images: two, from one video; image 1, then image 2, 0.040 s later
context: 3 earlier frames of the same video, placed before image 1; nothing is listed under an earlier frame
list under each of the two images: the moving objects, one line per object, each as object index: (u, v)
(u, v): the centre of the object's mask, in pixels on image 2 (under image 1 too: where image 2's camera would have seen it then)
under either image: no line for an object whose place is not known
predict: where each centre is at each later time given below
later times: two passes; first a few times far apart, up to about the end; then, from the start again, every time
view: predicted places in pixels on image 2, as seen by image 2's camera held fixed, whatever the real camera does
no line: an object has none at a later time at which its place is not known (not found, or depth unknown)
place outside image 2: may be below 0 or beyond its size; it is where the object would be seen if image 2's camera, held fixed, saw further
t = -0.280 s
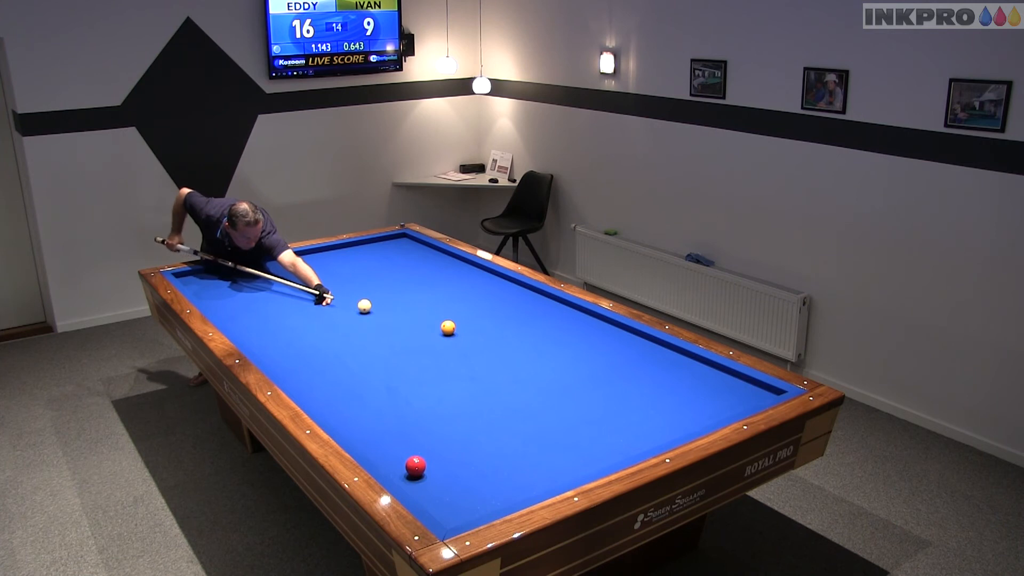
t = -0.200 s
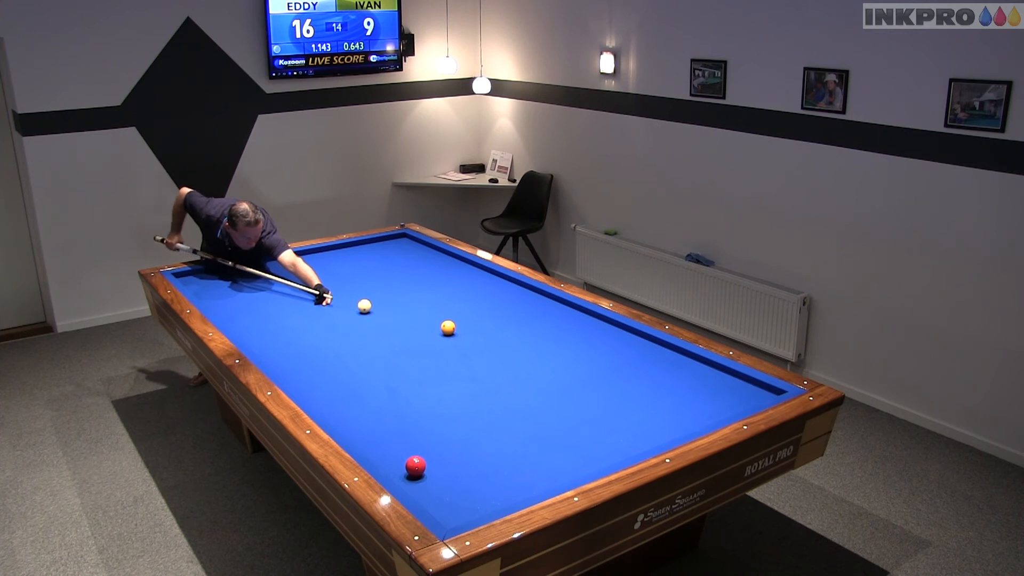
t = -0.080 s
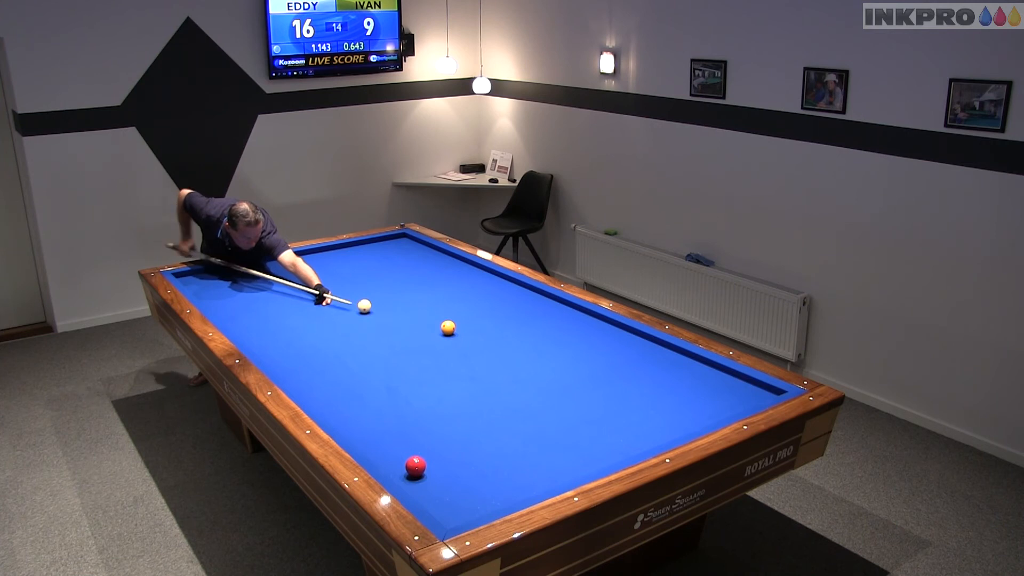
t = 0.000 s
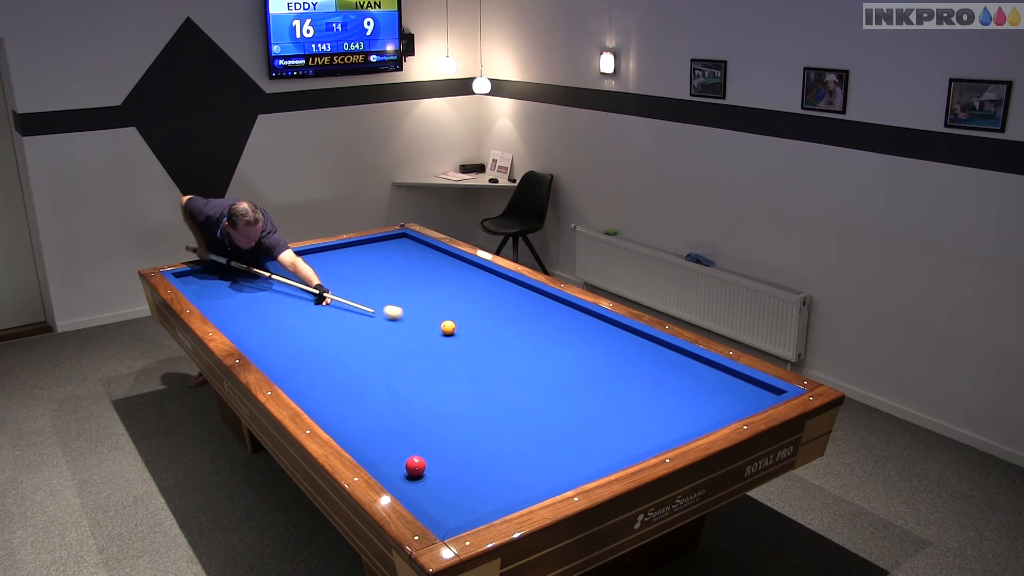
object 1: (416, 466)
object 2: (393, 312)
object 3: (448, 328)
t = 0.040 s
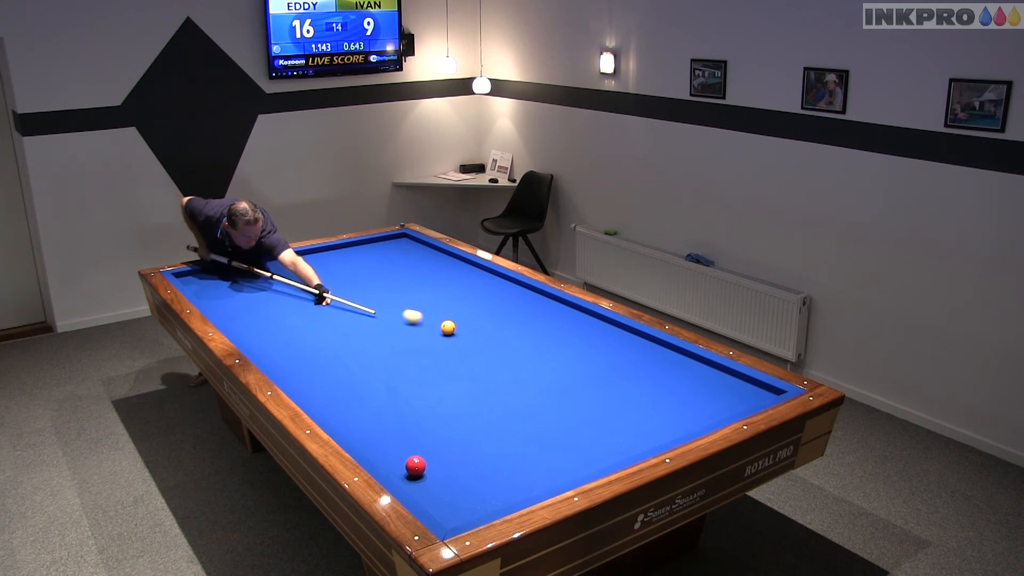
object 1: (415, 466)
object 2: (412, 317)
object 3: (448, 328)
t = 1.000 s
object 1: (415, 466)
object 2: (576, 316)
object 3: (616, 417)
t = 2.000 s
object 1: (415, 466)
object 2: (587, 368)
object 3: (492, 336)
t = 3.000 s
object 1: (416, 466)
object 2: (600, 435)
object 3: (413, 285)
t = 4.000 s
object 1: (415, 466)
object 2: (511, 471)
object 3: (359, 250)
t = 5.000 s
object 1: (420, 461)
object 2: (403, 473)
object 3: (381, 255)
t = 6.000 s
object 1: (440, 432)
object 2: (389, 461)
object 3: (419, 269)
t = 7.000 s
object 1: (454, 412)
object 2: (381, 453)
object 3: (457, 283)
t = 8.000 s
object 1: (464, 398)
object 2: (379, 452)
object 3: (494, 297)
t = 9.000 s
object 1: (470, 390)
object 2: (379, 452)
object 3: (529, 309)
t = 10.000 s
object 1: (473, 386)
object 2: (379, 452)
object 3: (559, 320)
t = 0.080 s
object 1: (415, 466)
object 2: (431, 321)
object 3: (448, 328)
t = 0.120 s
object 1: (415, 466)
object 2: (445, 321)
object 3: (454, 331)
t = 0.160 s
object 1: (416, 466)
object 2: (454, 321)
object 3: (465, 337)
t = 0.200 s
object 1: (415, 466)
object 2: (462, 320)
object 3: (476, 343)
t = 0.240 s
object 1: (416, 466)
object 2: (469, 319)
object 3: (487, 349)
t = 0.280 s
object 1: (415, 466)
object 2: (477, 318)
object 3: (498, 356)
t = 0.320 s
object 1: (415, 466)
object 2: (484, 318)
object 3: (510, 362)
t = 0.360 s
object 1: (415, 466)
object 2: (491, 317)
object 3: (521, 368)
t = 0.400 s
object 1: (415, 466)
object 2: (498, 316)
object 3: (532, 374)
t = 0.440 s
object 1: (415, 466)
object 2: (505, 316)
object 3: (543, 380)
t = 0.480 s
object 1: (416, 466)
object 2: (512, 315)
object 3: (554, 386)
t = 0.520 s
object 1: (416, 466)
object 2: (519, 314)
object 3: (565, 392)
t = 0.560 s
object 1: (415, 466)
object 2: (526, 314)
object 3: (576, 398)
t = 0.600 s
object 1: (415, 466)
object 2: (533, 313)
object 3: (588, 405)
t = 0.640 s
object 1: (415, 466)
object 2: (540, 312)
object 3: (600, 411)
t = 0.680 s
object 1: (415, 466)
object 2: (547, 311)
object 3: (612, 418)
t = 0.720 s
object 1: (416, 466)
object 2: (554, 311)
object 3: (625, 425)
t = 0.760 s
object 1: (415, 466)
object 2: (560, 310)
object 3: (638, 432)
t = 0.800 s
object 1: (416, 466)
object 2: (567, 310)
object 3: (651, 438)
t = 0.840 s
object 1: (415, 466)
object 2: (573, 309)
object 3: (651, 438)
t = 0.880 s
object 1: (415, 466)
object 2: (578, 309)
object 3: (642, 433)
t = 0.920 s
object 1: (416, 466)
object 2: (577, 311)
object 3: (633, 427)
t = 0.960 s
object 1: (416, 466)
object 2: (576, 314)
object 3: (624, 422)
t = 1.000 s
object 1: (415, 466)
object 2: (576, 316)
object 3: (616, 417)
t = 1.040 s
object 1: (415, 466)
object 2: (576, 318)
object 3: (609, 412)
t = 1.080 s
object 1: (415, 466)
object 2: (577, 319)
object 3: (603, 408)
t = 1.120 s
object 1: (416, 466)
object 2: (577, 322)
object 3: (597, 404)
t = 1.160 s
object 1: (416, 466)
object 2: (577, 323)
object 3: (591, 401)
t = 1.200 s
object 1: (415, 466)
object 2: (578, 326)
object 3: (585, 397)
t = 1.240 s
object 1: (415, 466)
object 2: (578, 327)
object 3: (579, 393)
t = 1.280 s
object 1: (415, 466)
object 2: (578, 329)
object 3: (574, 390)
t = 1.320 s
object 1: (415, 466)
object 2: (579, 331)
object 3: (569, 386)
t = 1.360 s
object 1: (416, 466)
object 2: (579, 333)
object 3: (564, 383)
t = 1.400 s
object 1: (415, 466)
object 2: (580, 335)
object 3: (558, 379)
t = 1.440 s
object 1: (415, 466)
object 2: (580, 338)
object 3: (553, 376)
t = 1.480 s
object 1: (416, 466)
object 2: (581, 340)
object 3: (548, 373)
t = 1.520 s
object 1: (415, 466)
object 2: (581, 342)
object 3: (544, 370)
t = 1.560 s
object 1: (415, 466)
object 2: (581, 344)
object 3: (539, 367)
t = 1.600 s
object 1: (415, 466)
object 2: (582, 346)
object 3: (534, 364)
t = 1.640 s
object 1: (415, 466)
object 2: (582, 348)
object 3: (530, 360)
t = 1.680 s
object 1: (416, 466)
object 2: (583, 350)
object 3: (525, 358)
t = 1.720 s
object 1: (415, 466)
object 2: (583, 352)
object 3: (521, 355)
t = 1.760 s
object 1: (416, 466)
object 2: (584, 354)
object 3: (516, 352)
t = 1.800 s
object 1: (415, 466)
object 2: (584, 357)
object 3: (512, 349)
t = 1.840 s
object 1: (416, 466)
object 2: (585, 359)
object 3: (508, 346)
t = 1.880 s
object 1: (415, 466)
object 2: (585, 361)
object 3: (504, 344)
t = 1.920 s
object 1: (416, 466)
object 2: (586, 364)
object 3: (500, 341)
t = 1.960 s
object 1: (415, 466)
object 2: (586, 366)
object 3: (496, 338)
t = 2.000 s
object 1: (415, 466)
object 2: (587, 368)
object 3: (492, 336)
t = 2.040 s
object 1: (415, 466)
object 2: (587, 371)
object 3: (488, 333)
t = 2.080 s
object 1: (415, 466)
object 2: (588, 373)
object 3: (484, 331)
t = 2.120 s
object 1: (416, 466)
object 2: (588, 376)
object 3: (481, 328)
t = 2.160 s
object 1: (415, 466)
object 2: (589, 378)
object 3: (477, 326)
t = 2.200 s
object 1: (415, 466)
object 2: (589, 381)
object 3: (474, 324)
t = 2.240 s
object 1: (416, 466)
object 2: (590, 383)
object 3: (470, 322)
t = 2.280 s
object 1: (415, 466)
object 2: (590, 386)
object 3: (467, 319)
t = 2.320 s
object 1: (416, 466)
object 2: (591, 388)
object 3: (463, 317)
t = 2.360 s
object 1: (415, 466)
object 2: (591, 390)
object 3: (460, 315)
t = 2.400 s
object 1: (415, 466)
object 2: (592, 393)
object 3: (457, 313)
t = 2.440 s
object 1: (415, 466)
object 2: (592, 396)
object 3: (453, 311)
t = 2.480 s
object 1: (416, 466)
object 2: (593, 398)
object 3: (450, 309)
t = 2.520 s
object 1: (415, 466)
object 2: (593, 401)
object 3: (447, 307)
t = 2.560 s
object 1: (416, 466)
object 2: (594, 404)
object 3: (444, 304)
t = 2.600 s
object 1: (415, 466)
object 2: (594, 407)
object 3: (441, 303)
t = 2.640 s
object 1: (415, 466)
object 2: (595, 409)
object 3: (438, 301)
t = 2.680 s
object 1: (416, 466)
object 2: (595, 412)
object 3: (435, 299)
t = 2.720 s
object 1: (416, 466)
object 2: (596, 415)
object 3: (432, 297)
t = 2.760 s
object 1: (415, 466)
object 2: (596, 418)
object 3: (430, 295)
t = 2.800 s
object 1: (415, 466)
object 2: (597, 421)
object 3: (427, 293)
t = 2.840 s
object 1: (416, 466)
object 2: (597, 423)
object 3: (424, 291)
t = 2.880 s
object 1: (415, 466)
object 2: (598, 426)
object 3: (421, 290)
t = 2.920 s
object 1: (415, 466)
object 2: (599, 429)
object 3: (419, 288)
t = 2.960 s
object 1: (415, 466)
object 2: (599, 432)
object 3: (416, 286)
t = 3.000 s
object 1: (416, 466)
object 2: (600, 435)
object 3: (413, 285)
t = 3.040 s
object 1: (415, 466)
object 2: (600, 438)
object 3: (411, 283)
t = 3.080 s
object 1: (415, 466)
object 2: (601, 441)
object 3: (408, 281)
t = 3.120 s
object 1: (416, 466)
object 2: (601, 444)
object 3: (406, 280)
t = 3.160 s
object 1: (415, 466)
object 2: (602, 447)
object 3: (403, 278)
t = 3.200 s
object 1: (415, 466)
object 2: (603, 450)
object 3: (401, 277)
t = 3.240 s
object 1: (416, 466)
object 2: (603, 453)
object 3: (399, 275)
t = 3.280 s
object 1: (416, 466)
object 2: (603, 456)
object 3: (396, 274)
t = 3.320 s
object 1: (415, 466)
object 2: (604, 458)
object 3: (394, 272)
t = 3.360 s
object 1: (415, 466)
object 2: (604, 460)
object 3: (392, 270)
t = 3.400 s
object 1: (415, 466)
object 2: (598, 461)
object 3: (390, 269)
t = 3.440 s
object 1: (416, 466)
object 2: (592, 462)
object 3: (387, 268)
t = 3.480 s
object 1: (415, 466)
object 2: (586, 463)
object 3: (385, 266)
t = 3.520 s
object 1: (415, 466)
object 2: (580, 464)
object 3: (383, 265)
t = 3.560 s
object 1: (415, 466)
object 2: (575, 465)
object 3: (381, 263)
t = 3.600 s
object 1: (415, 466)
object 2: (569, 466)
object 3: (379, 262)
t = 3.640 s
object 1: (415, 466)
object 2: (563, 467)
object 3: (377, 261)
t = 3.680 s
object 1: (415, 466)
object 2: (557, 467)
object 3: (375, 260)
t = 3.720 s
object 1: (415, 466)
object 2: (551, 468)
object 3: (373, 258)
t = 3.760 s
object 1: (415, 466)
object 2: (546, 468)
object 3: (371, 257)
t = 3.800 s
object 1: (415, 466)
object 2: (540, 468)
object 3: (369, 256)
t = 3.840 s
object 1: (415, 466)
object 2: (534, 469)
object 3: (367, 254)
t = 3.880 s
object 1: (415, 466)
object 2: (528, 469)
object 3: (365, 253)
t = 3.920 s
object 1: (415, 466)
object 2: (523, 470)
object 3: (363, 252)
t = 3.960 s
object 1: (416, 466)
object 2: (517, 471)
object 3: (361, 251)
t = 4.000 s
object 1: (415, 466)
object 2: (511, 471)
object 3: (359, 250)
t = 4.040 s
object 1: (415, 466)
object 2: (506, 472)
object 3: (357, 248)
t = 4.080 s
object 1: (416, 466)
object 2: (500, 472)
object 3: (356, 247)
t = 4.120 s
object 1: (415, 466)
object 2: (494, 473)
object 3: (354, 246)
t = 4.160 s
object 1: (415, 466)
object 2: (489, 473)
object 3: (352, 245)
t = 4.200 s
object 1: (415, 466)
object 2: (483, 474)
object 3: (351, 244)
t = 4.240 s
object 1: (415, 466)
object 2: (477, 474)
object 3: (352, 244)
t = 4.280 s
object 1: (415, 466)
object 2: (472, 475)
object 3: (353, 245)
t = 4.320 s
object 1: (415, 466)
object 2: (466, 475)
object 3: (355, 246)
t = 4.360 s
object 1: (415, 466)
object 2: (460, 476)
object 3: (357, 246)
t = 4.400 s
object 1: (415, 466)
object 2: (455, 476)
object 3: (358, 247)
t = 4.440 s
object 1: (415, 466)
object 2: (449, 477)
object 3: (360, 247)
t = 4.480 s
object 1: (415, 466)
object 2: (444, 477)
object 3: (361, 248)
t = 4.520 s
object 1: (415, 466)
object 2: (438, 478)
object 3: (363, 248)
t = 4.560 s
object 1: (415, 466)
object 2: (433, 478)
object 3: (364, 249)
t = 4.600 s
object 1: (415, 465)
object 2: (427, 479)
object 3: (366, 250)
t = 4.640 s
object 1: (415, 464)
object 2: (422, 480)
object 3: (367, 250)
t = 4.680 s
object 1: (415, 463)
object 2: (416, 480)
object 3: (369, 251)
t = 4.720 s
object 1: (416, 464)
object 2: (411, 480)
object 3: (370, 251)
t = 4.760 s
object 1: (416, 465)
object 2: (406, 479)
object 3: (372, 252)
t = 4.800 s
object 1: (416, 465)
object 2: (406, 478)
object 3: (373, 252)
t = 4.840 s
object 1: (417, 464)
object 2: (406, 476)
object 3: (375, 253)
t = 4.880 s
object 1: (418, 463)
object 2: (405, 476)
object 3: (376, 254)
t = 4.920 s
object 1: (418, 462)
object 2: (405, 475)
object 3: (378, 254)
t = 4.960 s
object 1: (419, 461)
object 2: (404, 474)
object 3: (379, 255)
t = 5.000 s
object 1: (420, 461)
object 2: (403, 473)
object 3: (381, 255)
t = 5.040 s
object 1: (420, 459)
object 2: (403, 473)
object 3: (382, 256)
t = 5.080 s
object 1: (421, 458)
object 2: (402, 472)
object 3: (384, 256)
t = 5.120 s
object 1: (422, 456)
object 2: (401, 472)
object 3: (385, 257)
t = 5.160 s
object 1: (423, 455)
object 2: (401, 471)
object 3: (387, 257)
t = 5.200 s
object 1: (424, 454)
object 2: (400, 471)
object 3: (388, 258)
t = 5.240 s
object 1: (425, 453)
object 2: (399, 470)
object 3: (390, 259)
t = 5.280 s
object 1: (426, 452)
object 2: (399, 469)
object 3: (391, 259)
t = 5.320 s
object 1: (427, 451)
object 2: (398, 469)
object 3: (393, 260)
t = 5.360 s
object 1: (428, 449)
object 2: (397, 468)
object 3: (394, 260)
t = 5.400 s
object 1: (429, 448)
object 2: (397, 468)
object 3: (396, 261)
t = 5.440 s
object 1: (429, 447)
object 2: (396, 467)
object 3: (398, 261)
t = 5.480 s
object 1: (430, 446)
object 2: (395, 467)
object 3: (399, 262)
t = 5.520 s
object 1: (431, 445)
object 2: (395, 466)
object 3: (401, 262)
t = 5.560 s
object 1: (432, 444)
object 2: (394, 466)
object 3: (402, 263)
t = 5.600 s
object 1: (433, 443)
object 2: (394, 465)
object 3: (404, 264)
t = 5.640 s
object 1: (433, 441)
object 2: (393, 465)
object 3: (405, 264)
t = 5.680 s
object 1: (434, 441)
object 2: (393, 464)
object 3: (407, 265)
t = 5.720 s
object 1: (435, 439)
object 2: (392, 464)
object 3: (408, 265)
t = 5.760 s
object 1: (436, 438)
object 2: (392, 463)
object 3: (410, 266)
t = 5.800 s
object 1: (436, 437)
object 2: (391, 463)
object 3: (411, 266)
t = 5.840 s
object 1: (437, 436)
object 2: (391, 462)
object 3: (413, 267)
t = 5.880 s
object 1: (438, 435)
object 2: (390, 462)
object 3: (414, 268)
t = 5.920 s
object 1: (438, 434)
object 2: (390, 462)
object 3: (416, 268)
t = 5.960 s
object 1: (439, 433)
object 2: (389, 461)
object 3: (417, 269)
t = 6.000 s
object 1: (440, 432)
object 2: (389, 461)
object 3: (419, 269)
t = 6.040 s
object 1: (441, 431)
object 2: (388, 460)
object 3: (421, 270)
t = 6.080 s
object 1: (441, 430)
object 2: (388, 460)
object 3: (422, 270)
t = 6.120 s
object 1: (442, 429)
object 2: (388, 460)
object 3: (424, 271)
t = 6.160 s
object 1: (443, 428)
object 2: (388, 459)
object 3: (425, 271)
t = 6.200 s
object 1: (443, 428)
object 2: (387, 459)
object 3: (427, 272)
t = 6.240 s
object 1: (444, 426)
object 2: (387, 459)
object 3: (428, 272)
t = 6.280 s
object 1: (445, 426)
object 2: (386, 458)
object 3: (430, 273)
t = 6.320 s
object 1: (445, 425)
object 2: (386, 458)
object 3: (431, 274)
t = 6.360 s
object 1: (446, 424)
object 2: (386, 458)
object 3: (433, 274)
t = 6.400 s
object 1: (446, 423)
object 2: (385, 457)
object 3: (435, 275)
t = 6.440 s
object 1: (447, 422)
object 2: (385, 457)
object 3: (436, 275)
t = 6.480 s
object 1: (448, 421)
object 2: (385, 456)
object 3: (438, 276)
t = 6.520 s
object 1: (448, 421)
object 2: (385, 456)
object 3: (439, 277)
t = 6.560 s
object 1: (449, 420)
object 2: (384, 456)
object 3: (441, 277)
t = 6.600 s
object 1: (449, 419)
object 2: (384, 456)
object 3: (442, 278)
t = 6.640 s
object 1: (450, 418)
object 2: (384, 455)
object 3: (444, 278)
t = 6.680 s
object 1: (450, 418)
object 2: (384, 455)
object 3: (445, 279)
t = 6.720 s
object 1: (451, 417)
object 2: (383, 455)
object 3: (447, 279)
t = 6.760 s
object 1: (451, 416)
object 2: (383, 455)
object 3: (448, 280)
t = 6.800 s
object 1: (452, 415)
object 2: (383, 454)
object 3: (450, 280)
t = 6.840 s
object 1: (453, 415)
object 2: (383, 454)
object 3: (451, 281)
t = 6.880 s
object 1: (453, 414)
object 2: (382, 454)
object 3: (453, 282)
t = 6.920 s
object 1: (454, 413)
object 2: (382, 454)
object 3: (454, 282)
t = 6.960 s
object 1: (454, 413)
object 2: (382, 454)
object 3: (456, 283)
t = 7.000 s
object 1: (454, 412)
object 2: (381, 453)
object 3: (457, 283)
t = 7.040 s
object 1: (455, 411)
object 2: (381, 453)
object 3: (459, 284)
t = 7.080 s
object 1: (455, 411)
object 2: (381, 453)
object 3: (460, 284)
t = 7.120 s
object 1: (456, 410)
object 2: (381, 453)
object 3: (462, 285)
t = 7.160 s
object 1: (456, 409)
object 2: (381, 453)
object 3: (463, 285)
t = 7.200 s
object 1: (457, 409)
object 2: (380, 453)
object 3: (465, 286)
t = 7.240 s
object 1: (457, 408)
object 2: (380, 453)
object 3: (467, 286)
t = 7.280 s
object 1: (458, 408)
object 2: (380, 452)
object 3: (468, 287)
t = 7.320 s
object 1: (458, 407)
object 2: (380, 452)
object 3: (469, 288)
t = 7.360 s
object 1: (459, 406)
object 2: (380, 452)
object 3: (471, 288)
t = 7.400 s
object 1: (459, 406)
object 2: (380, 452)
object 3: (472, 289)
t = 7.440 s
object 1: (459, 405)
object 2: (379, 452)
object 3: (474, 289)
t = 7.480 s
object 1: (460, 405)
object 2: (379, 452)
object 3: (475, 290)
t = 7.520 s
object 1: (460, 404)
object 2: (379, 452)
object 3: (477, 290)
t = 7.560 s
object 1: (460, 404)
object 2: (379, 452)
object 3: (478, 291)
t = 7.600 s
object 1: (461, 403)
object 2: (379, 452)
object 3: (480, 291)
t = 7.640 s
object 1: (461, 403)
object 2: (379, 452)
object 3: (481, 292)
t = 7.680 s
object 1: (461, 402)
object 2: (379, 452)
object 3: (483, 293)
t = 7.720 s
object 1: (462, 402)
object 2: (379, 452)
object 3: (484, 293)
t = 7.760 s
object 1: (462, 401)
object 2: (379, 452)
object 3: (485, 294)
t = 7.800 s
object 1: (462, 401)
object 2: (379, 452)
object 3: (487, 294)
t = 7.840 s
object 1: (463, 400)
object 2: (379, 452)
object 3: (488, 295)
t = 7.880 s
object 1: (463, 400)
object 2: (379, 452)
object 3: (490, 295)
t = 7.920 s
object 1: (463, 399)
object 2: (379, 452)
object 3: (491, 296)
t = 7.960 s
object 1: (464, 399)
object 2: (379, 452)
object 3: (493, 296)
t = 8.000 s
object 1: (464, 398)
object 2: (379, 452)
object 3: (494, 297)
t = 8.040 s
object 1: (464, 398)
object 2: (379, 452)
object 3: (496, 297)
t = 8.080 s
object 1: (465, 397)
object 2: (379, 452)
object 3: (497, 298)
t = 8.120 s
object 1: (465, 397)
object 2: (379, 452)
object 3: (499, 298)
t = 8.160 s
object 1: (465, 396)
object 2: (379, 452)
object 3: (500, 299)
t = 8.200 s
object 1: (465, 396)
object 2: (379, 452)
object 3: (501, 299)
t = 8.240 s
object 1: (466, 396)
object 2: (379, 452)
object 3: (503, 300)
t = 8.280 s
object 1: (466, 395)
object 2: (379, 452)
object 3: (504, 300)
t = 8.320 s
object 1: (466, 395)
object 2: (379, 452)
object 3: (505, 301)
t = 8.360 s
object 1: (466, 394)
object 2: (379, 452)
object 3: (507, 301)
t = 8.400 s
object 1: (467, 394)
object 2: (379, 452)
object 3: (508, 302)
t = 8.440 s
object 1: (467, 394)
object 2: (379, 452)
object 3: (510, 303)
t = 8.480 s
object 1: (467, 393)
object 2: (379, 452)
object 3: (511, 303)
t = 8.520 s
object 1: (467, 393)
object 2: (379, 452)
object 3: (513, 303)
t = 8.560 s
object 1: (468, 393)
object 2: (379, 452)
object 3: (514, 304)
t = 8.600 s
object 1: (468, 392)
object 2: (379, 452)
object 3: (515, 304)
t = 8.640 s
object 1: (468, 392)
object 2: (379, 452)
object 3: (516, 305)
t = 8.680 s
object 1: (468, 392)
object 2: (379, 452)
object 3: (518, 305)
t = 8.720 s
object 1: (469, 391)
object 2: (379, 452)
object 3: (519, 306)
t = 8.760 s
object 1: (469, 391)
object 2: (379, 452)
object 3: (521, 306)
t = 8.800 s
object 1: (469, 391)
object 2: (379, 452)
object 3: (522, 307)
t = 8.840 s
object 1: (469, 391)
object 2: (379, 452)
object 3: (523, 307)
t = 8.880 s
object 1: (469, 390)
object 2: (379, 452)
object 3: (524, 308)
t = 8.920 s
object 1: (470, 390)
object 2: (379, 452)
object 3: (526, 308)
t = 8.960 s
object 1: (470, 390)
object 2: (379, 452)
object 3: (527, 309)
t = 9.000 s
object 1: (470, 390)
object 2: (379, 452)
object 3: (529, 309)
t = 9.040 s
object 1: (470, 389)
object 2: (379, 452)
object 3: (530, 310)
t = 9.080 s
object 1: (470, 389)
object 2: (379, 452)
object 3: (531, 310)
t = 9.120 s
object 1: (470, 389)
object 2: (379, 452)
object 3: (532, 311)
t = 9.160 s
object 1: (471, 389)
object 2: (379, 452)
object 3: (534, 311)
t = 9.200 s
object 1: (471, 388)
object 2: (379, 452)
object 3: (535, 312)
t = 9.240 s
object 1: (471, 388)
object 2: (379, 452)
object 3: (536, 312)
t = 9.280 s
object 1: (471, 388)
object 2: (379, 452)
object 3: (537, 313)
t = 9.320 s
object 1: (471, 388)
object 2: (379, 452)
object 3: (539, 313)
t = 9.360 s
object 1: (472, 388)
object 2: (379, 452)
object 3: (540, 314)
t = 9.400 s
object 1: (472, 388)
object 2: (379, 452)
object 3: (541, 314)
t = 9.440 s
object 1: (472, 388)
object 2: (379, 452)
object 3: (542, 314)
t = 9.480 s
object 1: (472, 387)
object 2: (379, 452)
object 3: (544, 315)
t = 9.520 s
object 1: (472, 387)
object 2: (379, 452)
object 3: (545, 315)
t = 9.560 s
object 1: (472, 387)
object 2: (379, 452)
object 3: (546, 316)
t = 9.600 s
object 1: (473, 387)
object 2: (379, 452)
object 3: (547, 316)
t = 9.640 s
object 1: (473, 387)
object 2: (379, 452)
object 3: (548, 317)
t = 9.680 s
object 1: (473, 387)
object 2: (379, 452)
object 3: (550, 317)
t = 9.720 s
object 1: (473, 387)
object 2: (379, 452)
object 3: (551, 318)
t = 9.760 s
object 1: (473, 386)
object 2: (379, 452)
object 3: (552, 318)
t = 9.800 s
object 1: (473, 386)
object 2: (379, 452)
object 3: (553, 318)
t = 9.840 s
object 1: (473, 386)
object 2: (379, 452)
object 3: (554, 319)
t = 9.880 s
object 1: (473, 386)
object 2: (379, 452)
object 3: (555, 319)
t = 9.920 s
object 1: (473, 386)
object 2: (379, 452)
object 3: (556, 320)
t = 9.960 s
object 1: (473, 386)
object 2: (379, 452)
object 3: (557, 320)
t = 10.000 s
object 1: (473, 386)
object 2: (379, 452)
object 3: (559, 320)
